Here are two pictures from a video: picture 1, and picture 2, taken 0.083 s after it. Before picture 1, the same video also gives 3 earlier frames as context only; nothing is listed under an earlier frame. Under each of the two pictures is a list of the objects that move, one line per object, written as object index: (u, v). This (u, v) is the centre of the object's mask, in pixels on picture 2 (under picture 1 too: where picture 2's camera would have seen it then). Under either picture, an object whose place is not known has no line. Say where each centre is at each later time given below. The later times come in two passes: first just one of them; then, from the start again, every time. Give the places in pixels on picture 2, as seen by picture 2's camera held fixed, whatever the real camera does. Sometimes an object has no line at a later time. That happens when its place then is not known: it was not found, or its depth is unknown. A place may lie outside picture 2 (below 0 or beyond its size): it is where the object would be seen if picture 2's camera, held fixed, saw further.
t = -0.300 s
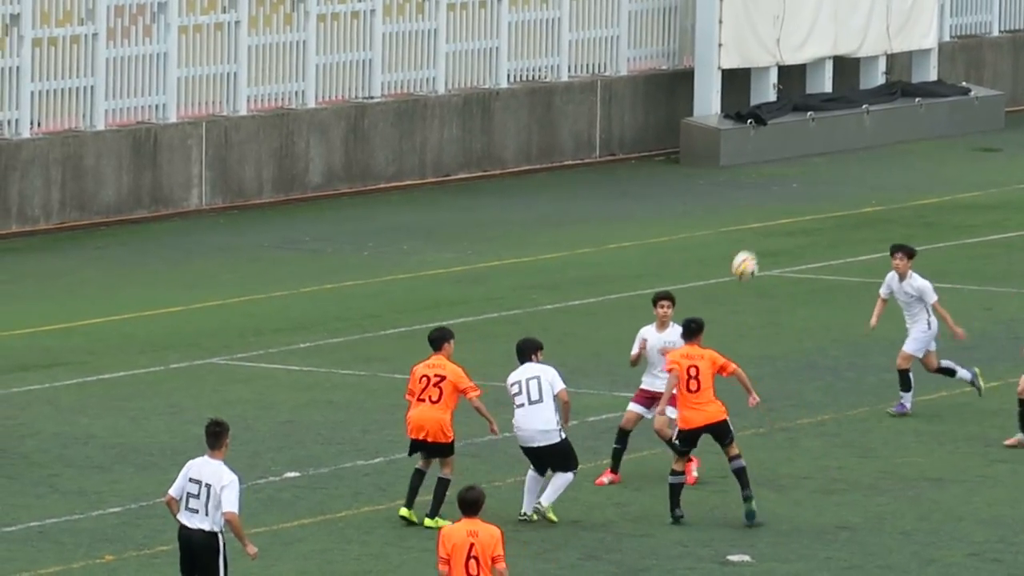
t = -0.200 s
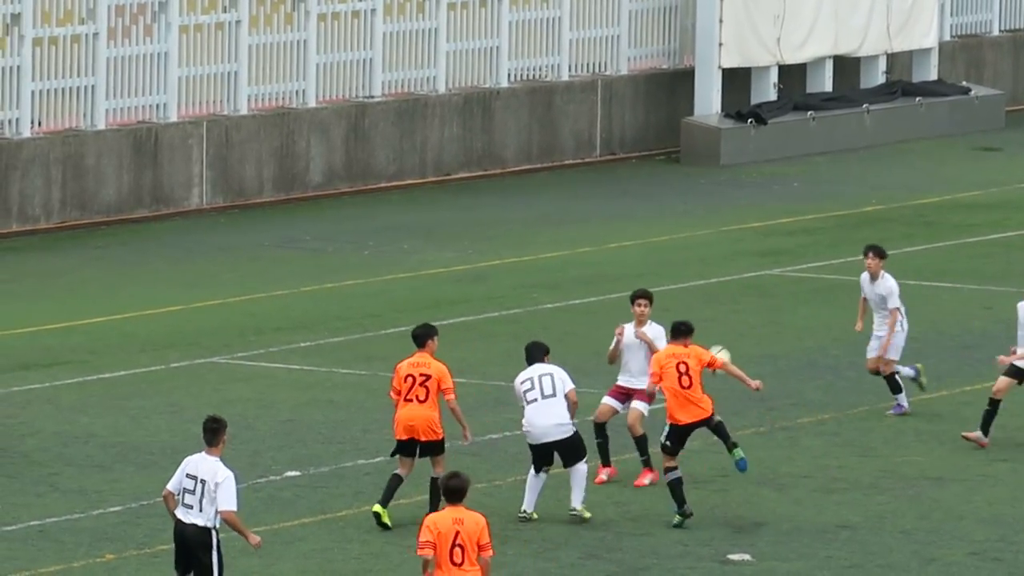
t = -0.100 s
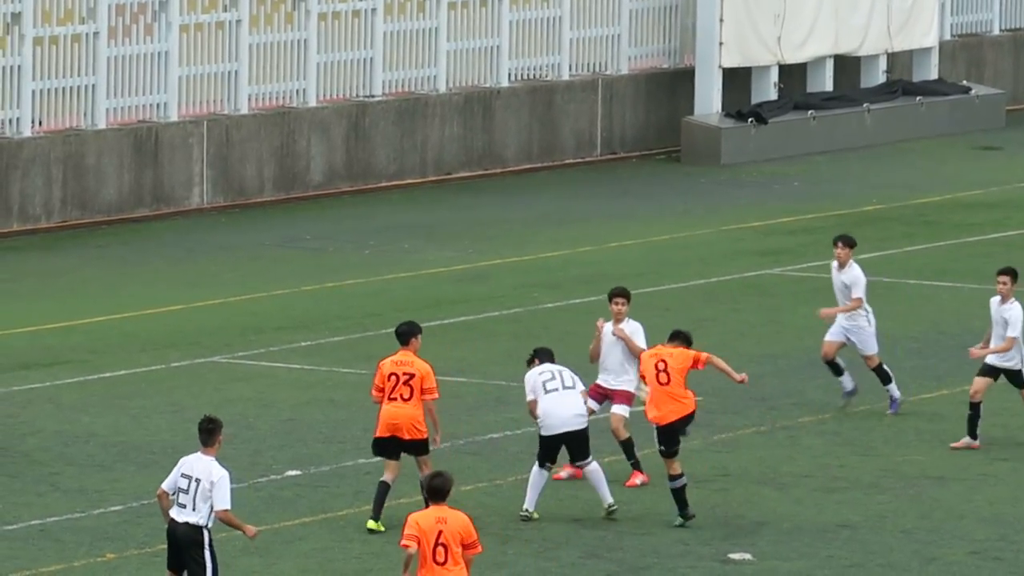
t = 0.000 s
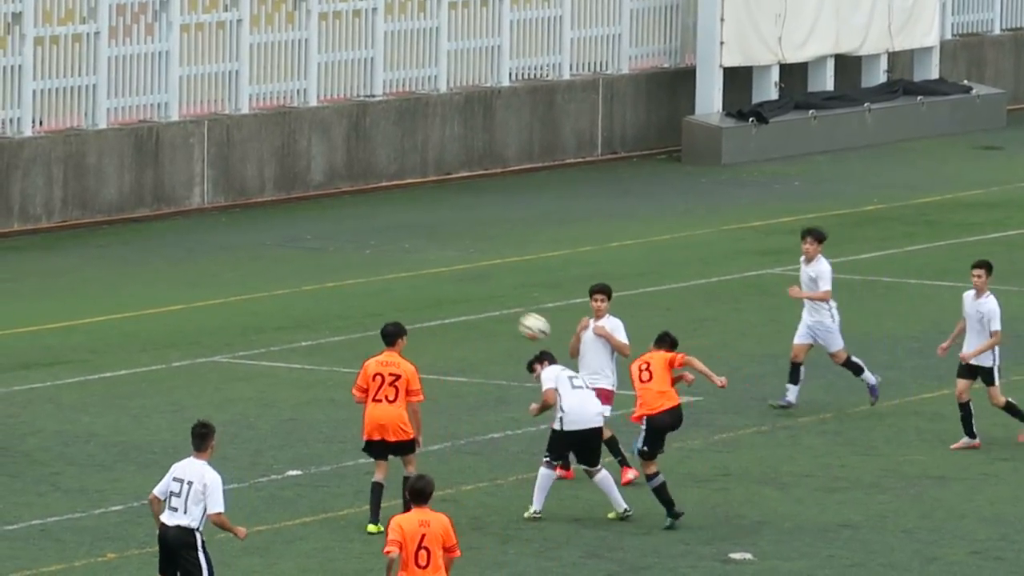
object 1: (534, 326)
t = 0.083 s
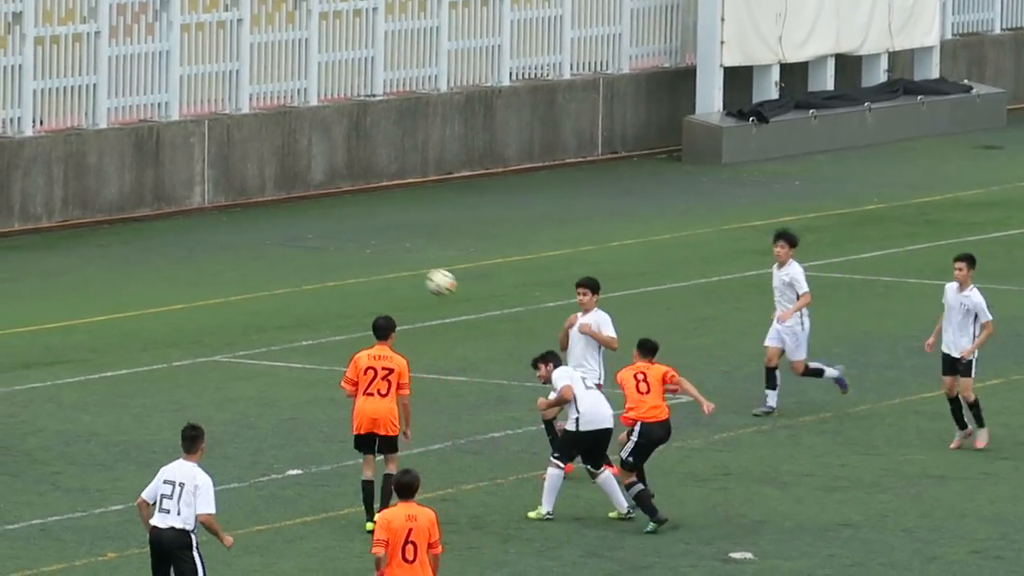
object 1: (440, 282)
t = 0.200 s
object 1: (319, 239)
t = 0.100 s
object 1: (422, 274)
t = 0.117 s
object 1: (404, 267)
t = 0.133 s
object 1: (387, 261)
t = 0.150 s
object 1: (369, 255)
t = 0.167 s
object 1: (352, 249)
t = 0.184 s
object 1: (335, 243)
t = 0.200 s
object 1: (319, 239)
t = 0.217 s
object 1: (302, 234)
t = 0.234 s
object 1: (285, 230)
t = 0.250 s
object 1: (269, 227)
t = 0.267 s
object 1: (252, 223)
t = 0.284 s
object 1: (236, 220)
